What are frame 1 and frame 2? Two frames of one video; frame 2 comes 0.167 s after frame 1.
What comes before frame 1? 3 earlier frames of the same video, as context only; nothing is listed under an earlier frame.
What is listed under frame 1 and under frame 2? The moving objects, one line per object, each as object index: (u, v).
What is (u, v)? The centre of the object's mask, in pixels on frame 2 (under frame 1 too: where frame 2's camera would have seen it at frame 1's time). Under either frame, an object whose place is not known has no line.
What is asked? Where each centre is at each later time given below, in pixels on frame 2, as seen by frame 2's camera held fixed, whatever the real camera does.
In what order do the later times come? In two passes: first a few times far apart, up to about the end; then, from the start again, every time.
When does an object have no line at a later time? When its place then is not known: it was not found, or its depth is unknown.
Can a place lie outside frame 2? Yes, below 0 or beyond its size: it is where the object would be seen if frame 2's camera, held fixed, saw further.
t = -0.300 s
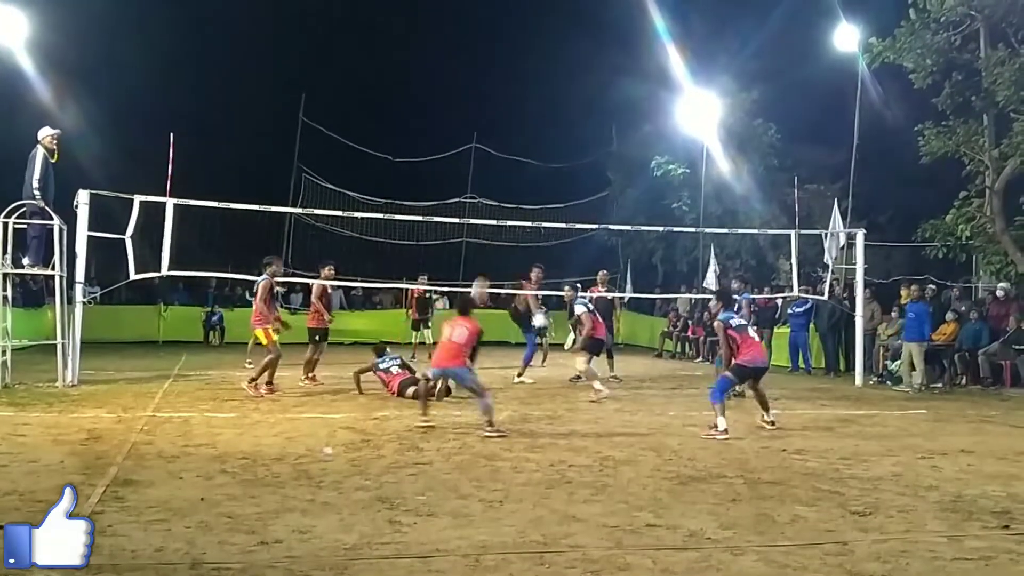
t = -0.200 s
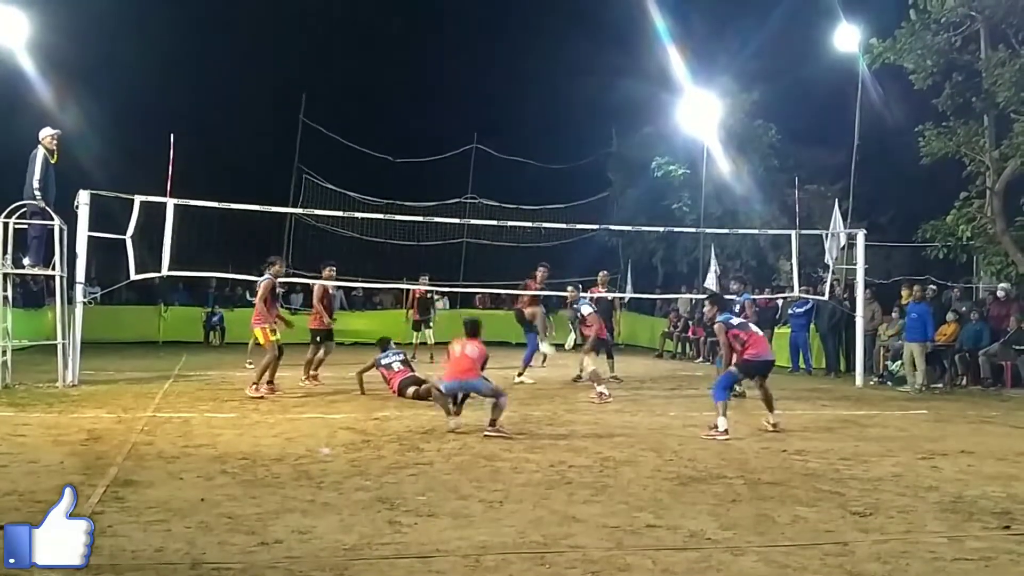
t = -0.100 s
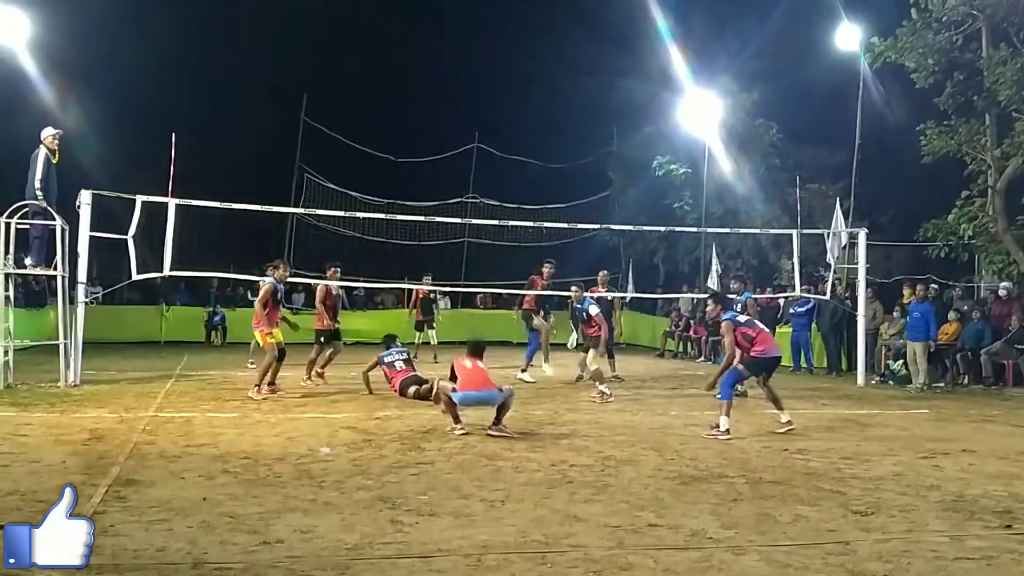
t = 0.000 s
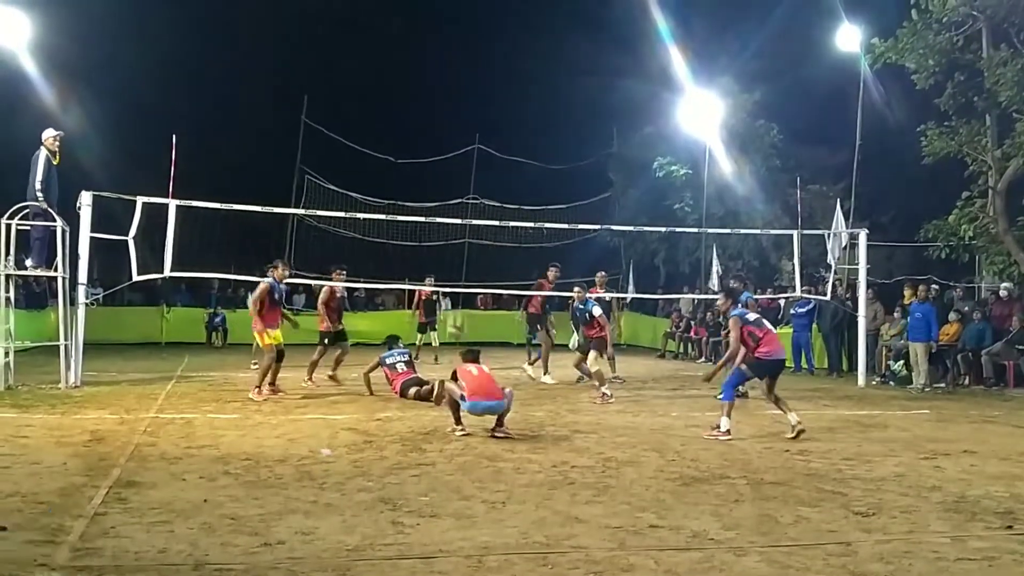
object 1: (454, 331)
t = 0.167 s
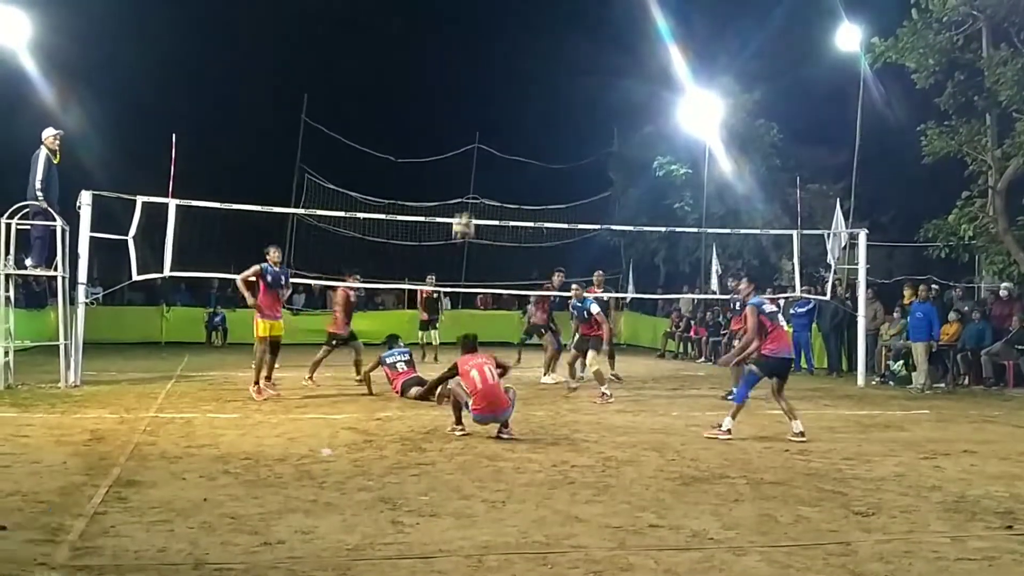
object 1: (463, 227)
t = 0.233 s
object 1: (465, 194)
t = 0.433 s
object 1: (471, 126)
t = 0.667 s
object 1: (477, 96)
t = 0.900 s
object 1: (481, 123)
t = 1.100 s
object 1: (484, 193)
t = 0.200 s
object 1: (464, 209)
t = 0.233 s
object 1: (465, 194)
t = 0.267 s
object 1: (466, 181)
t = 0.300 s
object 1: (467, 167)
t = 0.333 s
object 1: (469, 157)
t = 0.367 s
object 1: (469, 145)
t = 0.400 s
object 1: (470, 135)
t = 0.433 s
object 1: (471, 126)
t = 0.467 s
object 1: (472, 119)
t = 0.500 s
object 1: (473, 112)
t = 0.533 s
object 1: (474, 107)
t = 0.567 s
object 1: (474, 102)
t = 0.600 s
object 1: (475, 99)
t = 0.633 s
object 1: (476, 97)
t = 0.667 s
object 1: (477, 96)
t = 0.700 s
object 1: (477, 96)
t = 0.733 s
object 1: (478, 98)
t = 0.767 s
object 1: (479, 100)
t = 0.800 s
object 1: (479, 104)
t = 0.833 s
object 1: (480, 109)
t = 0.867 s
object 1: (480, 115)
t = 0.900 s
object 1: (481, 123)
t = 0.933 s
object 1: (482, 131)
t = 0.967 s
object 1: (482, 142)
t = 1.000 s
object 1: (483, 153)
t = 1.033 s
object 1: (483, 166)
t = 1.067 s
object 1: (483, 180)
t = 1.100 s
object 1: (484, 193)
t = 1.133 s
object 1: (485, 208)
